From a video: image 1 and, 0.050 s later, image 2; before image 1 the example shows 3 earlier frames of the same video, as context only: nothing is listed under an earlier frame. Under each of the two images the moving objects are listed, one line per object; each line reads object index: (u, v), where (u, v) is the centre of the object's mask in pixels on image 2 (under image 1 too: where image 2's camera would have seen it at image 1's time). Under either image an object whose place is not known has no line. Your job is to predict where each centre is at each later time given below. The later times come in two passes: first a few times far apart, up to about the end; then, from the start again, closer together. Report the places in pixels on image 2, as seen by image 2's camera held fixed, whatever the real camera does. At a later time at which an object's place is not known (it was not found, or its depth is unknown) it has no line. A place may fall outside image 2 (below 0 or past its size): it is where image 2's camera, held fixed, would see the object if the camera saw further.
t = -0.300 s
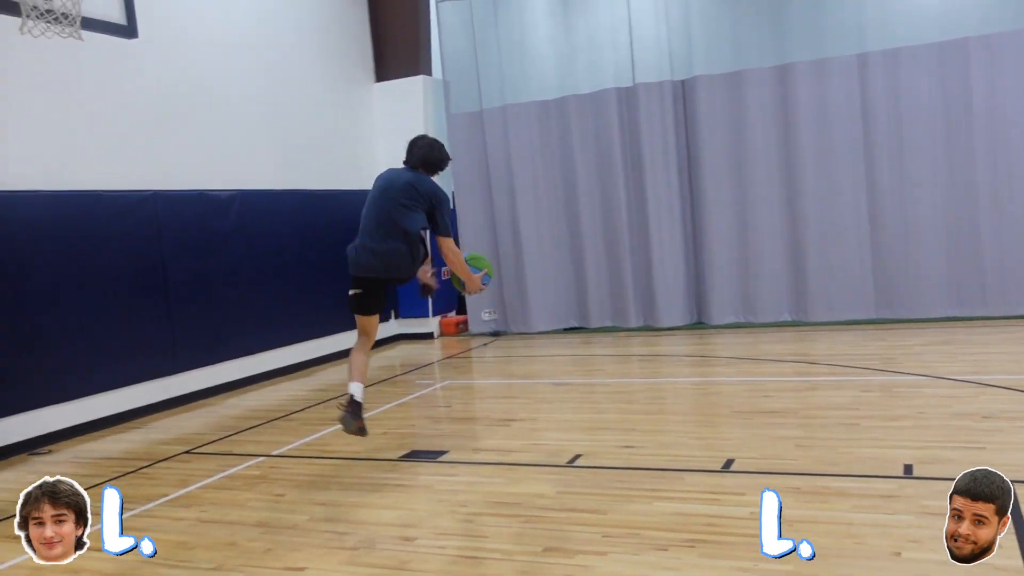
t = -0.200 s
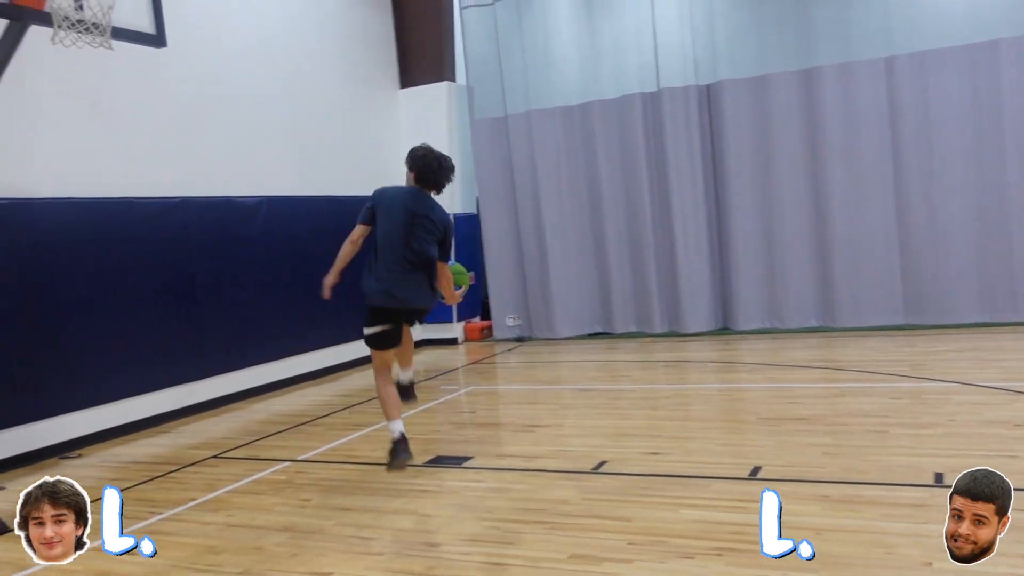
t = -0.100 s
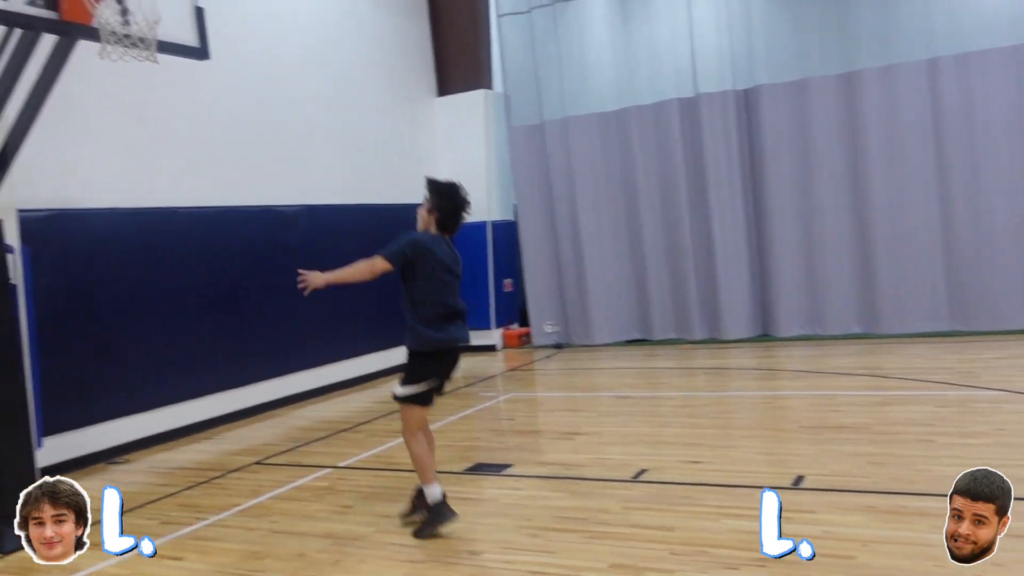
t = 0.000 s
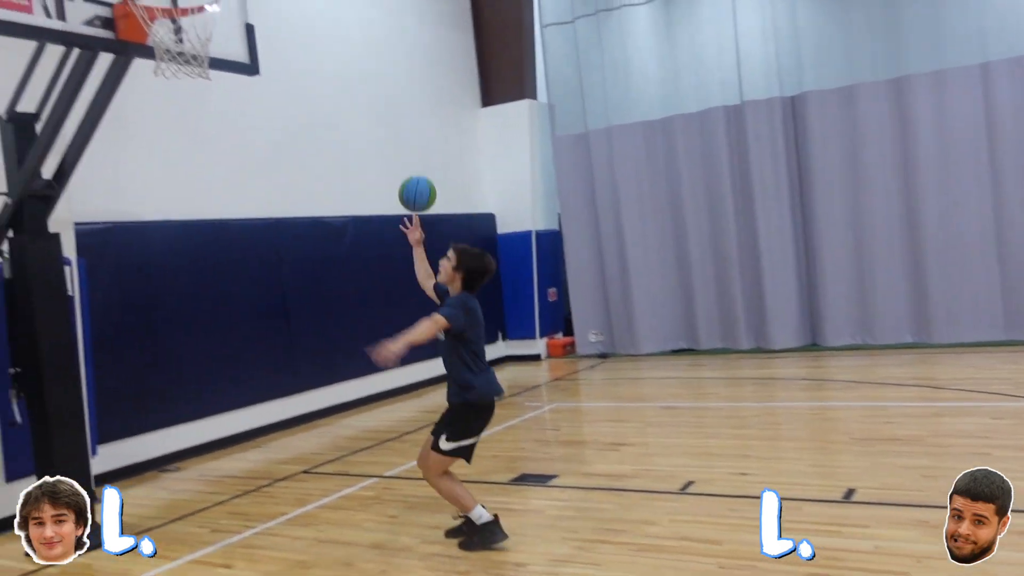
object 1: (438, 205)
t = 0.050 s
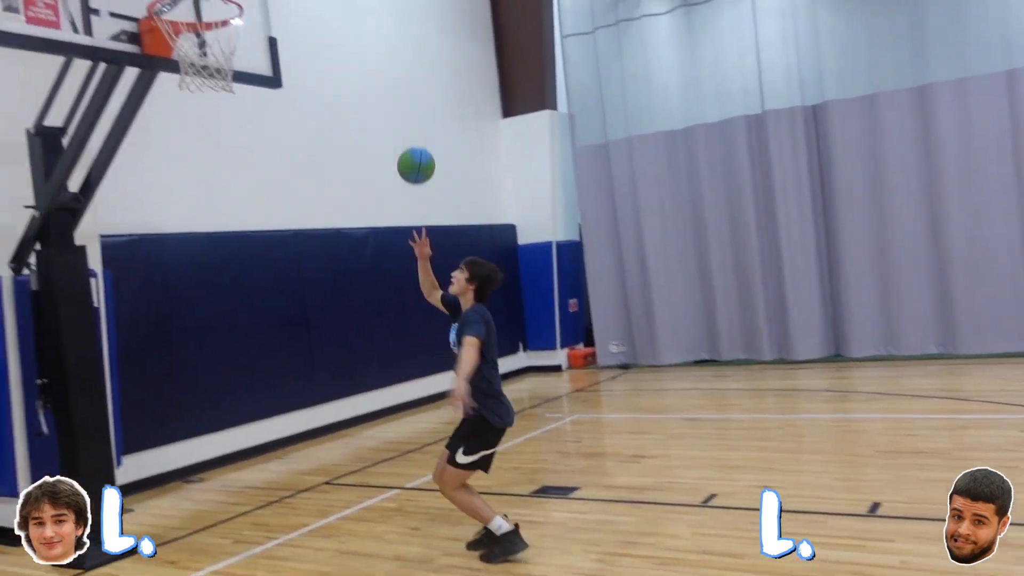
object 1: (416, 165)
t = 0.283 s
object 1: (314, 23)
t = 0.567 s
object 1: (208, -40)
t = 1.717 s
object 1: (185, 193)
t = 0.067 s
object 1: (409, 153)
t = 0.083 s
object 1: (401, 140)
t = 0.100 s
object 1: (394, 129)
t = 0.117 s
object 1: (387, 117)
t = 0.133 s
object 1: (380, 106)
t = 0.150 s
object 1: (373, 95)
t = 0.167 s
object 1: (365, 85)
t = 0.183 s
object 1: (358, 75)
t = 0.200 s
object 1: (351, 65)
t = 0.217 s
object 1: (344, 56)
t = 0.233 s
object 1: (336, 47)
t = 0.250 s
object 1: (329, 39)
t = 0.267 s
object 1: (322, 31)
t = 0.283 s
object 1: (314, 23)
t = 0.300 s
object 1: (307, 16)
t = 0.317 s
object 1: (300, 10)
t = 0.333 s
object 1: (293, 4)
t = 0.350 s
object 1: (287, -2)
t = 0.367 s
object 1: (280, -6)
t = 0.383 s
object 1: (274, -11)
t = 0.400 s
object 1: (267, -15)
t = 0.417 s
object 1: (260, -20)
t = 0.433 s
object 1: (254, -23)
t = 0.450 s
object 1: (247, -26)
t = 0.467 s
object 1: (240, -29)
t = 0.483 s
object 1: (233, -32)
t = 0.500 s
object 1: (227, -34)
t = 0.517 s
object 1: (220, -35)
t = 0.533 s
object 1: (213, -36)
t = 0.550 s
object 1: (207, -37)
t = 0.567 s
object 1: (208, -40)
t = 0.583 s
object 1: (209, -42)
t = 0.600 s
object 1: (211, -45)
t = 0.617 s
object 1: (212, -46)
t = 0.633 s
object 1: (214, -47)
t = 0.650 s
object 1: (214, -49)
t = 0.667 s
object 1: (216, -49)
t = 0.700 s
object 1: (219, -48)
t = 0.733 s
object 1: (222, -45)
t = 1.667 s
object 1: (185, 161)
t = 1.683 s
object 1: (185, 171)
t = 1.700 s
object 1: (185, 182)
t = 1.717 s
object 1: (185, 193)
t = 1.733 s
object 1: (185, 205)
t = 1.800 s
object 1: (186, 259)
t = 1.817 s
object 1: (186, 272)
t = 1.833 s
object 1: (186, 287)
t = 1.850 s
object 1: (186, 303)
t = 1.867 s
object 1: (187, 319)
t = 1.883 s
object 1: (187, 336)
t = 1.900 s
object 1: (187, 353)
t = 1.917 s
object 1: (188, 371)
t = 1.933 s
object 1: (189, 389)
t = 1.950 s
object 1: (190, 408)
